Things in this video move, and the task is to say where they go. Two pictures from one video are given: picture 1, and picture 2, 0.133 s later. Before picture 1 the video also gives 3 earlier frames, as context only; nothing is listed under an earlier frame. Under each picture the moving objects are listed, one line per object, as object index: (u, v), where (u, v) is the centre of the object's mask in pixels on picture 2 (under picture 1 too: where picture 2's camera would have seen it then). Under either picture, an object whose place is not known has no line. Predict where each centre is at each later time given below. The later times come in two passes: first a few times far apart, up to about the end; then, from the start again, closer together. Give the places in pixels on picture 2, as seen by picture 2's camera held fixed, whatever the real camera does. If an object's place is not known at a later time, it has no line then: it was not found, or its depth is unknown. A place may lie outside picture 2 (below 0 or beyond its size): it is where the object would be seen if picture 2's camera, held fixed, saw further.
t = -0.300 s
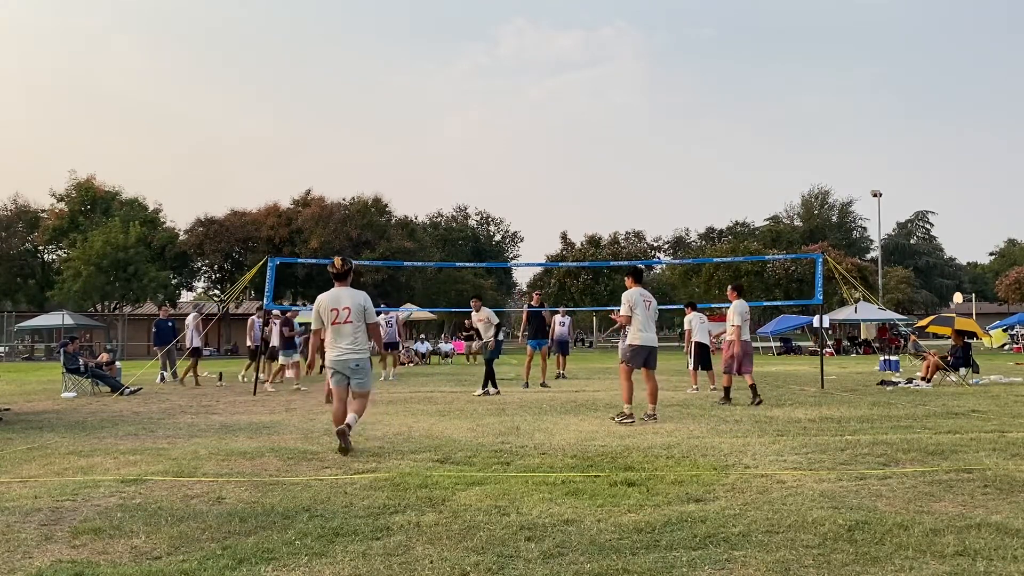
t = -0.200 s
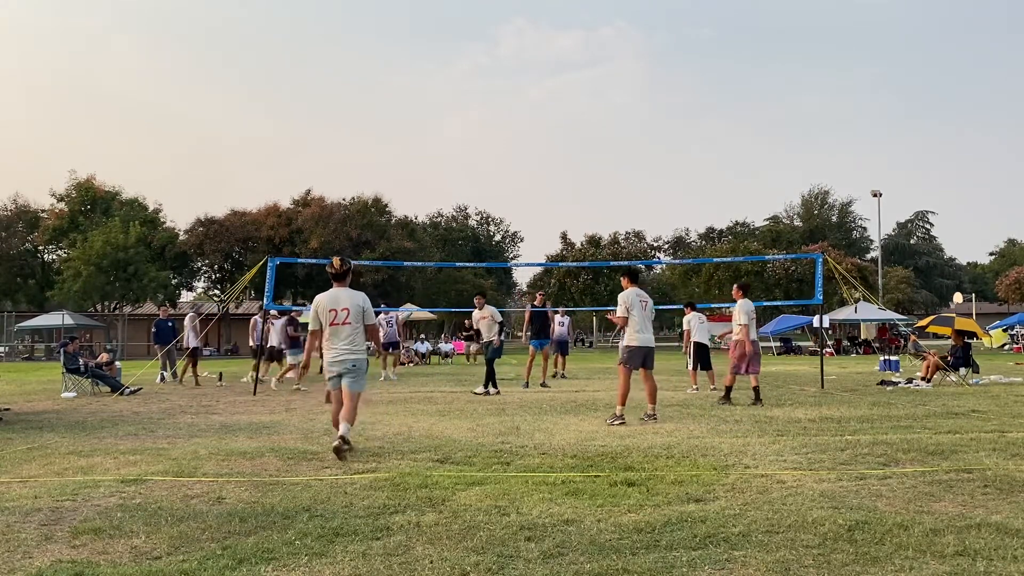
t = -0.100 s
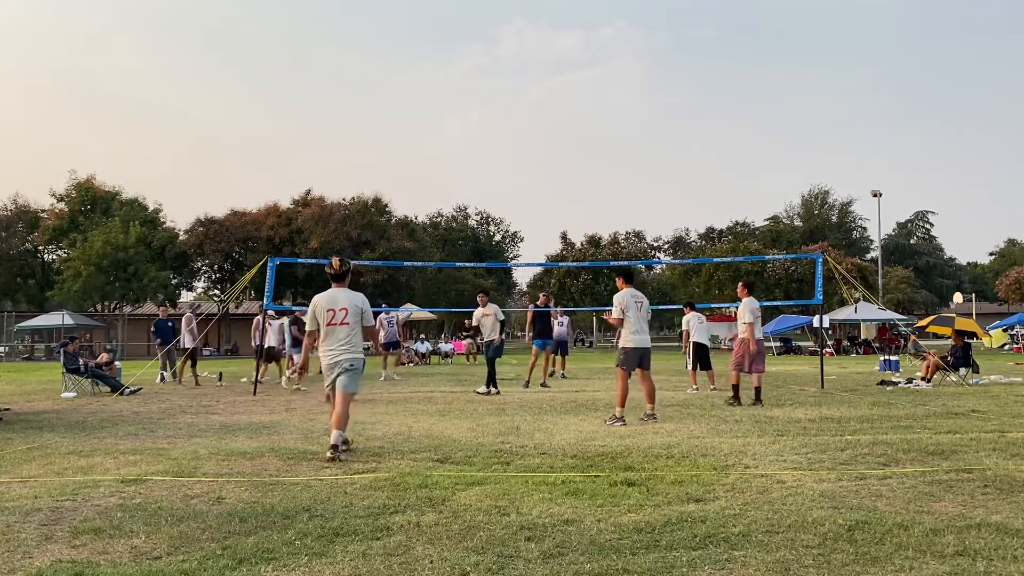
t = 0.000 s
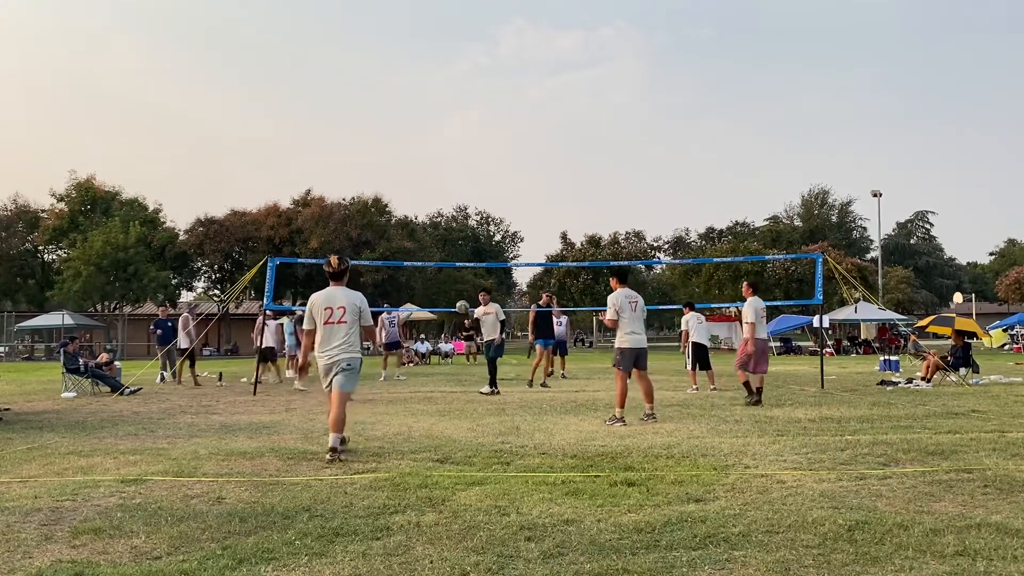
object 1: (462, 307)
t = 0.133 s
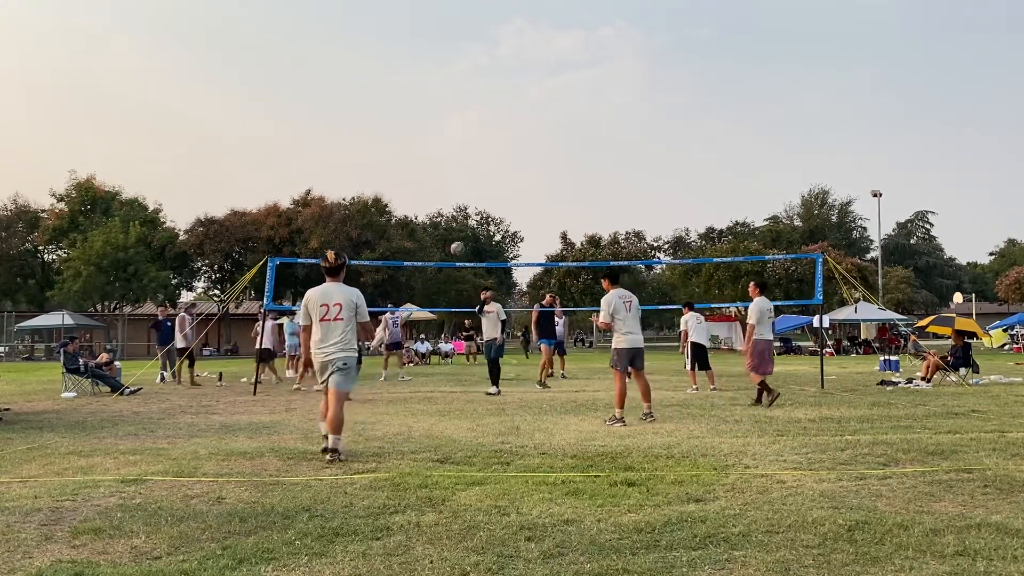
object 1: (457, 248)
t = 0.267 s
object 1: (452, 197)
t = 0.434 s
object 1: (444, 144)
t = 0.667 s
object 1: (431, 94)
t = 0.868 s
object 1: (419, 82)
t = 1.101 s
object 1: (401, 116)
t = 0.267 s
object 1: (452, 197)
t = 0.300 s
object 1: (450, 186)
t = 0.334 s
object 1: (449, 174)
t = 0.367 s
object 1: (447, 163)
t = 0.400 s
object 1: (445, 153)
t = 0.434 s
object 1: (444, 144)
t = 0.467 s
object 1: (443, 135)
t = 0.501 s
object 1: (441, 126)
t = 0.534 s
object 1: (439, 118)
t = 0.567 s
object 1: (437, 111)
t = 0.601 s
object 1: (435, 105)
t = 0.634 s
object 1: (433, 99)
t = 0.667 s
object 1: (431, 94)
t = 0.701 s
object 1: (430, 89)
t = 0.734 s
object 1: (427, 86)
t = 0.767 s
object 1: (425, 84)
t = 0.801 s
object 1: (423, 82)
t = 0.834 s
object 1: (420, 81)
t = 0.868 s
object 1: (419, 82)
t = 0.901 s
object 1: (416, 83)
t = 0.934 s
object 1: (414, 86)
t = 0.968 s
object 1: (411, 89)
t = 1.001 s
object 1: (408, 94)
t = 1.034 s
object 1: (406, 100)
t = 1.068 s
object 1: (403, 107)
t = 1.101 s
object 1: (401, 116)
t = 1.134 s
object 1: (398, 126)
